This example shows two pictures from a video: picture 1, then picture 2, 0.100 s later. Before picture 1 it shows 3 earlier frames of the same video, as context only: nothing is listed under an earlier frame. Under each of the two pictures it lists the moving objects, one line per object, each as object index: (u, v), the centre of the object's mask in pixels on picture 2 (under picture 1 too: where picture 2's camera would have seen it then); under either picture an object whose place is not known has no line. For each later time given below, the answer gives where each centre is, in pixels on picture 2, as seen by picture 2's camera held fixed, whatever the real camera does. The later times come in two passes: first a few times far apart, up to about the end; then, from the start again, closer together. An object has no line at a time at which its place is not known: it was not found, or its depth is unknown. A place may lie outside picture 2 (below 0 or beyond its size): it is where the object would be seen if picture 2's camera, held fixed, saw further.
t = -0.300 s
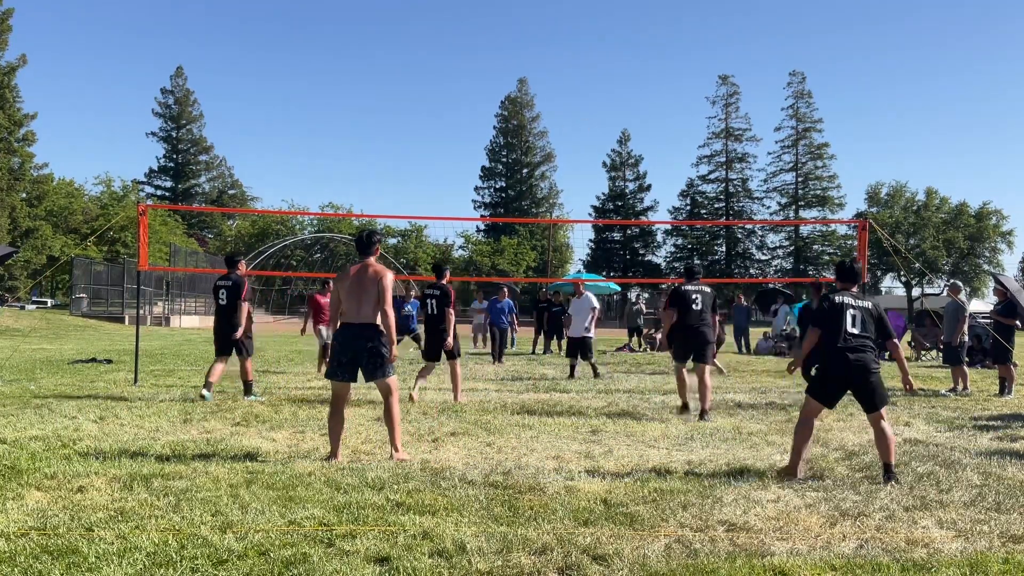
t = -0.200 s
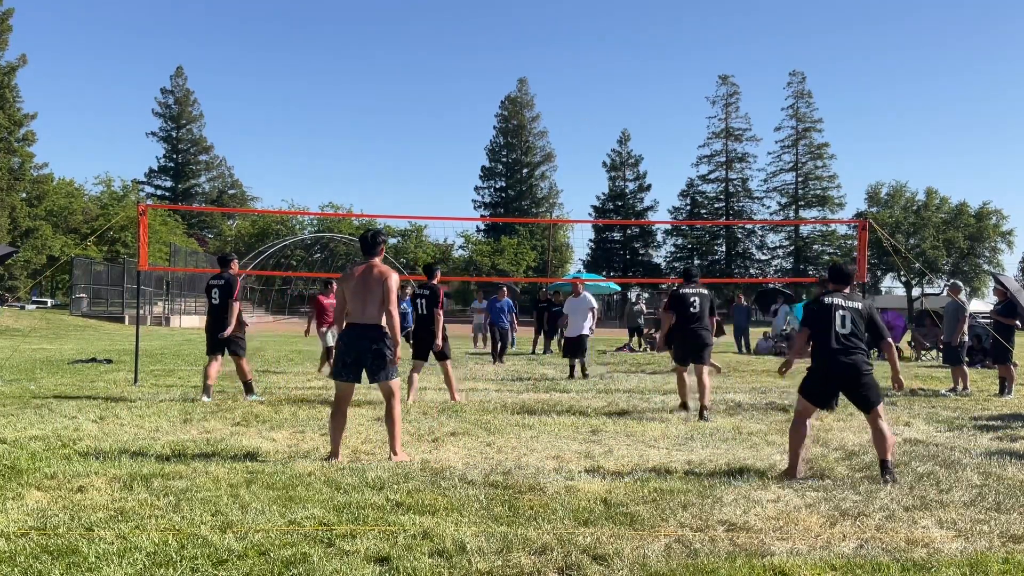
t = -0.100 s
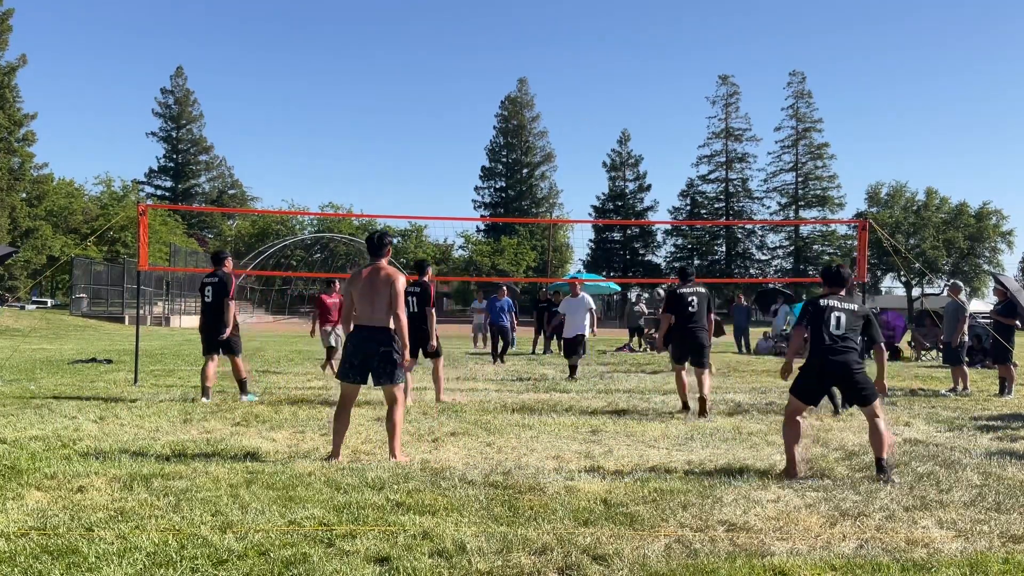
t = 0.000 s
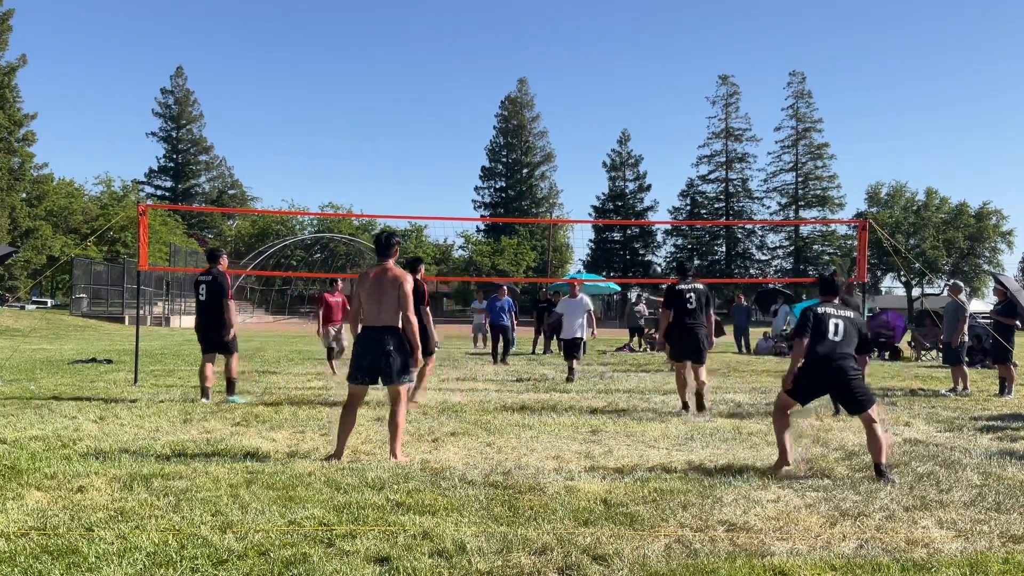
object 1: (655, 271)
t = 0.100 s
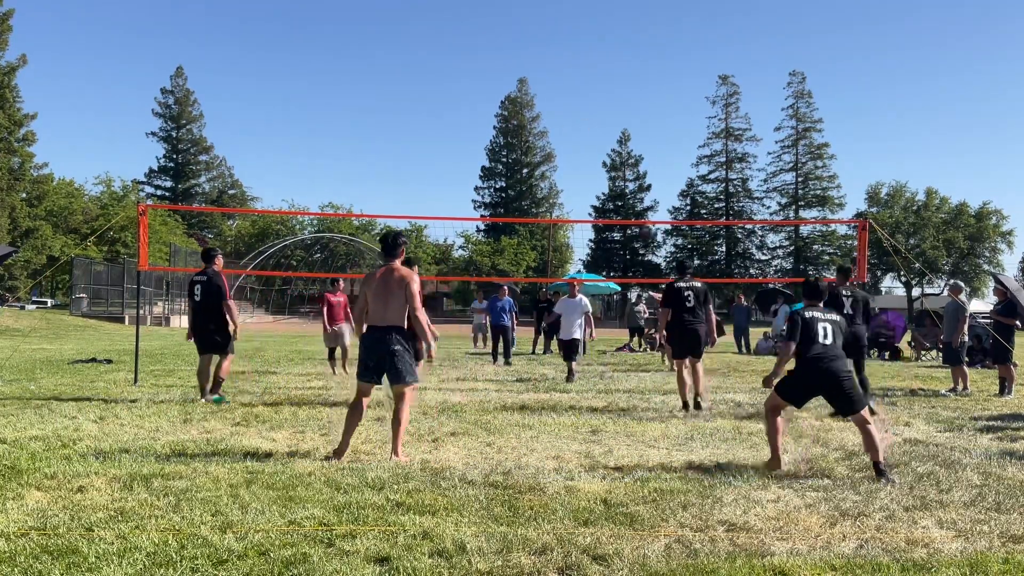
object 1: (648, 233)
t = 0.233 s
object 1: (641, 181)
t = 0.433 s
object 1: (625, 121)
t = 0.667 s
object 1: (607, 75)
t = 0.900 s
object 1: (588, 61)
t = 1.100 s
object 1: (569, 81)
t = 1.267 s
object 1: (554, 126)
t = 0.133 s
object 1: (645, 216)
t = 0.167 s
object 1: (645, 206)
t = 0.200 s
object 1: (644, 191)
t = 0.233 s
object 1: (641, 181)
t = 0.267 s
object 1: (637, 171)
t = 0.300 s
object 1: (636, 159)
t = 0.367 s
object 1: (631, 139)
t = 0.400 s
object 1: (628, 130)
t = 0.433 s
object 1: (625, 121)
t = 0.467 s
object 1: (623, 113)
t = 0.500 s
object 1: (620, 105)
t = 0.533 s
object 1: (618, 98)
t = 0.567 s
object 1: (616, 92)
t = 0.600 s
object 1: (613, 86)
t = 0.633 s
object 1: (610, 80)
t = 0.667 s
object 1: (607, 75)
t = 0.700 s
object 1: (605, 71)
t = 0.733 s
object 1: (602, 67)
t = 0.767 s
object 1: (599, 65)
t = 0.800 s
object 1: (597, 63)
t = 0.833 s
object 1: (594, 61)
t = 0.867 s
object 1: (591, 61)
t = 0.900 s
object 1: (588, 61)
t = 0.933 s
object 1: (585, 62)
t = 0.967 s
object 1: (582, 64)
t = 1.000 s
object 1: (579, 66)
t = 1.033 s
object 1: (576, 71)
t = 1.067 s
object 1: (573, 75)
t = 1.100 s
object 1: (569, 81)
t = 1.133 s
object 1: (566, 88)
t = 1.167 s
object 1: (563, 95)
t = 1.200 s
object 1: (560, 104)
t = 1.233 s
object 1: (557, 115)
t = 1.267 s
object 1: (554, 126)
